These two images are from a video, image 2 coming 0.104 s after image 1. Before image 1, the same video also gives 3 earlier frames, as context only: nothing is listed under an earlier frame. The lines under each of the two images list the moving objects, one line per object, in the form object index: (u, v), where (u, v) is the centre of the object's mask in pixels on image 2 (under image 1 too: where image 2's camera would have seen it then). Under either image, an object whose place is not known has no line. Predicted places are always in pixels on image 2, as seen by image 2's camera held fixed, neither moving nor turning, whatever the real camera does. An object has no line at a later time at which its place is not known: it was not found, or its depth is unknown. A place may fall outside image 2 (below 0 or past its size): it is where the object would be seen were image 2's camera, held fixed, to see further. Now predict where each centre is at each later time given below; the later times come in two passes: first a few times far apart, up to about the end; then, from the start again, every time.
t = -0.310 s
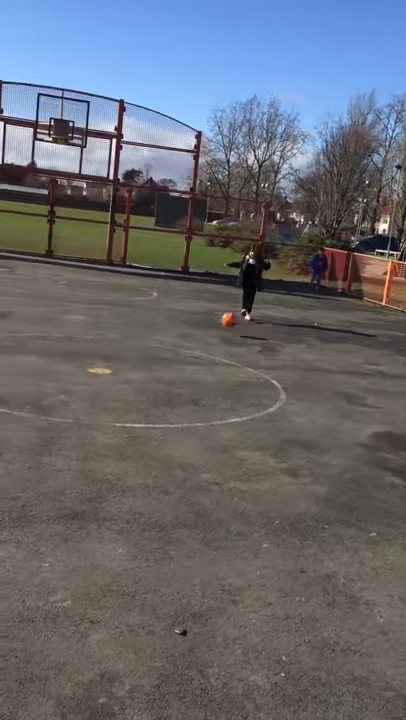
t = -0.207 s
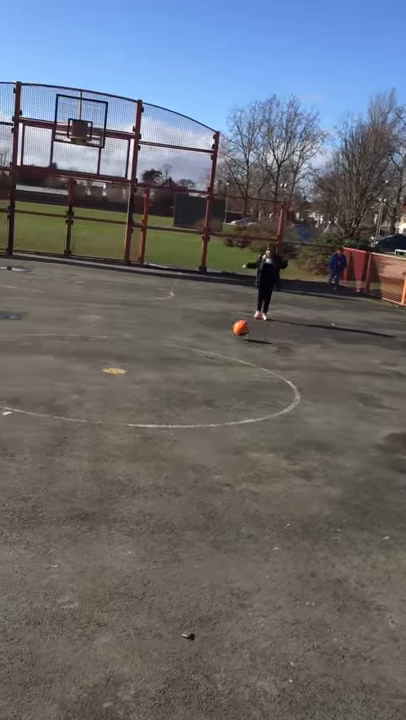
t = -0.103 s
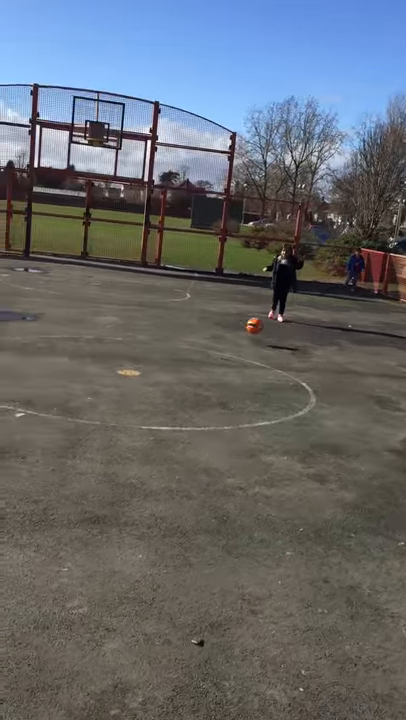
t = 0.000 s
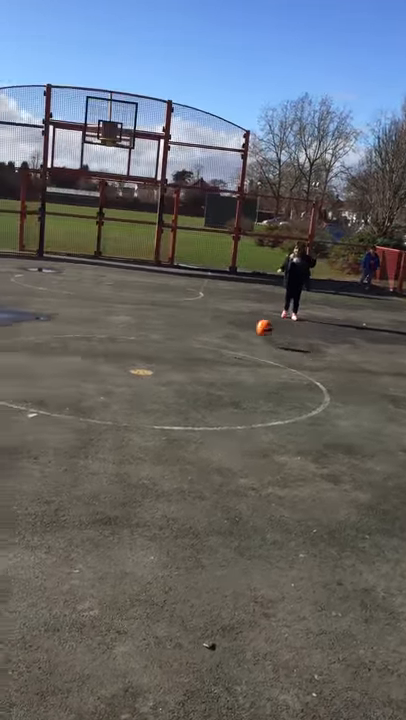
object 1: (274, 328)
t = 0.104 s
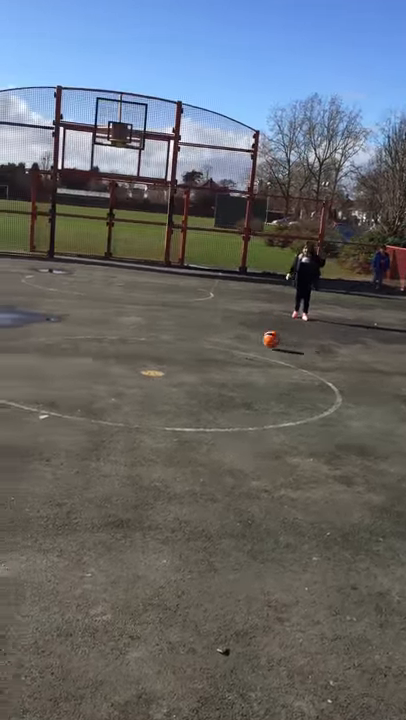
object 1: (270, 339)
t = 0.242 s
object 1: (267, 337)
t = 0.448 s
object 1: (260, 349)
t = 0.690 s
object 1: (253, 360)
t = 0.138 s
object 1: (269, 340)
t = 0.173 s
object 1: (269, 338)
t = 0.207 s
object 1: (268, 337)
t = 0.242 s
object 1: (267, 337)
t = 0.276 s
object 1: (267, 338)
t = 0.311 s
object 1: (266, 339)
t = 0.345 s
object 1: (264, 342)
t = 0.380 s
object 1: (262, 350)
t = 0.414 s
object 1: (261, 350)
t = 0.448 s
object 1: (260, 349)
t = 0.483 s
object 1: (259, 348)
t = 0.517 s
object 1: (259, 349)
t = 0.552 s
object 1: (258, 351)
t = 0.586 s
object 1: (257, 353)
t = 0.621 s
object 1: (256, 357)
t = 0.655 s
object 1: (254, 361)
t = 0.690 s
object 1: (253, 360)
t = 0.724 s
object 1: (253, 360)
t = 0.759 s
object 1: (252, 360)
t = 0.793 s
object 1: (251, 362)
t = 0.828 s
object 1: (249, 366)
